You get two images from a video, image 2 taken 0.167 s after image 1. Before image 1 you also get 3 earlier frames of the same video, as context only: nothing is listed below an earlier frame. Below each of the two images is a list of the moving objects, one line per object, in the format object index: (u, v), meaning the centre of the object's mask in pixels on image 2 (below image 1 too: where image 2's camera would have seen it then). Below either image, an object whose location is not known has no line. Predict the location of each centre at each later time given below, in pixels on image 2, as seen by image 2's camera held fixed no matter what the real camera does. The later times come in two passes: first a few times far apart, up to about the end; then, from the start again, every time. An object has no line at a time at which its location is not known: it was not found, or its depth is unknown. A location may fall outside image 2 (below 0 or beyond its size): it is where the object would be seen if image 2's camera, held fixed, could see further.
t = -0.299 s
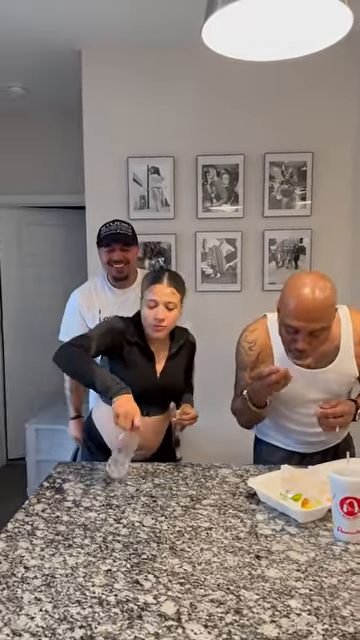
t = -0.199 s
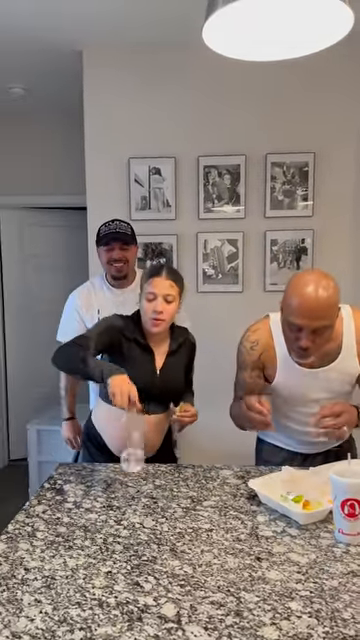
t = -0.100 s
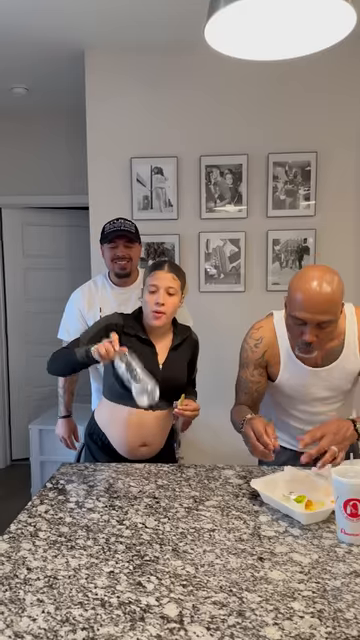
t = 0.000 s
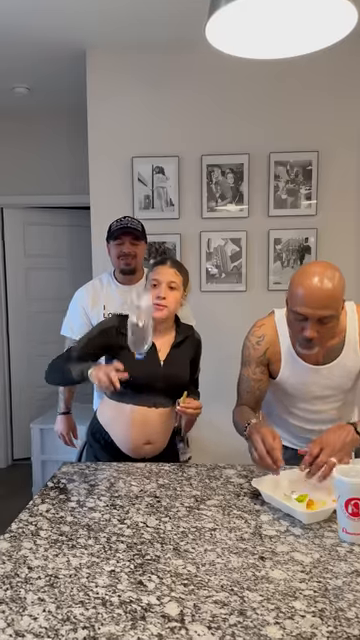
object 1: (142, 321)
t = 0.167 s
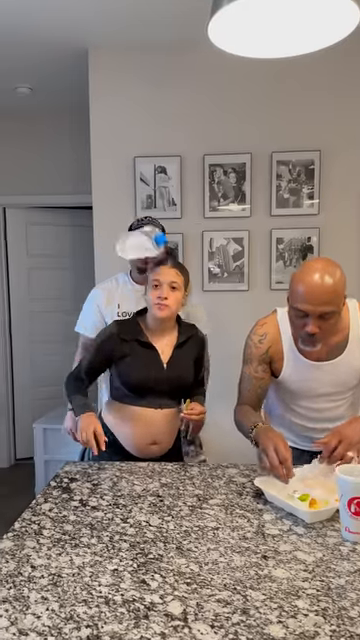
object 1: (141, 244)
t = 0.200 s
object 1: (137, 240)
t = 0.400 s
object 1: (122, 340)
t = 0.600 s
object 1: (106, 528)
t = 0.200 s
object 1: (137, 240)
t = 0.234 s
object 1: (135, 242)
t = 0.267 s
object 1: (131, 249)
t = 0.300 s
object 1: (129, 264)
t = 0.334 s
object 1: (126, 283)
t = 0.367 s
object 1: (124, 308)
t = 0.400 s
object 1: (122, 340)
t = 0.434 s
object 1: (120, 374)
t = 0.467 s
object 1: (118, 415)
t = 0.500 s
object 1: (117, 463)
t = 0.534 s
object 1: (115, 514)
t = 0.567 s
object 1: (108, 522)
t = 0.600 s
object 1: (106, 528)
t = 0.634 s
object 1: (104, 536)
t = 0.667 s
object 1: (99, 545)
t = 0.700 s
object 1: (97, 547)
